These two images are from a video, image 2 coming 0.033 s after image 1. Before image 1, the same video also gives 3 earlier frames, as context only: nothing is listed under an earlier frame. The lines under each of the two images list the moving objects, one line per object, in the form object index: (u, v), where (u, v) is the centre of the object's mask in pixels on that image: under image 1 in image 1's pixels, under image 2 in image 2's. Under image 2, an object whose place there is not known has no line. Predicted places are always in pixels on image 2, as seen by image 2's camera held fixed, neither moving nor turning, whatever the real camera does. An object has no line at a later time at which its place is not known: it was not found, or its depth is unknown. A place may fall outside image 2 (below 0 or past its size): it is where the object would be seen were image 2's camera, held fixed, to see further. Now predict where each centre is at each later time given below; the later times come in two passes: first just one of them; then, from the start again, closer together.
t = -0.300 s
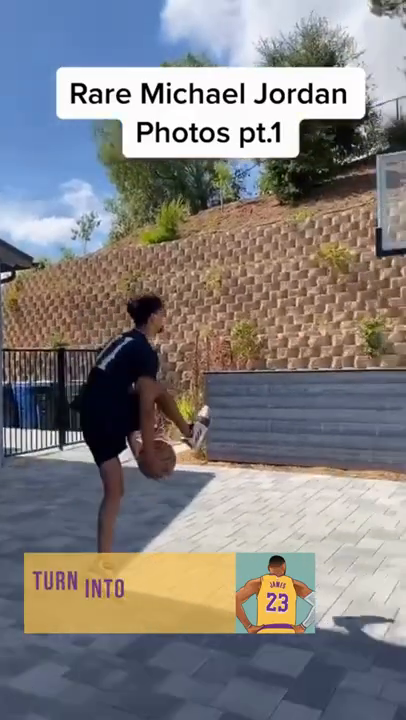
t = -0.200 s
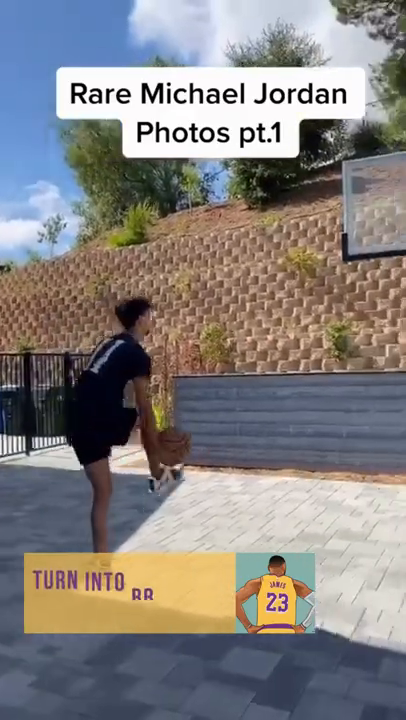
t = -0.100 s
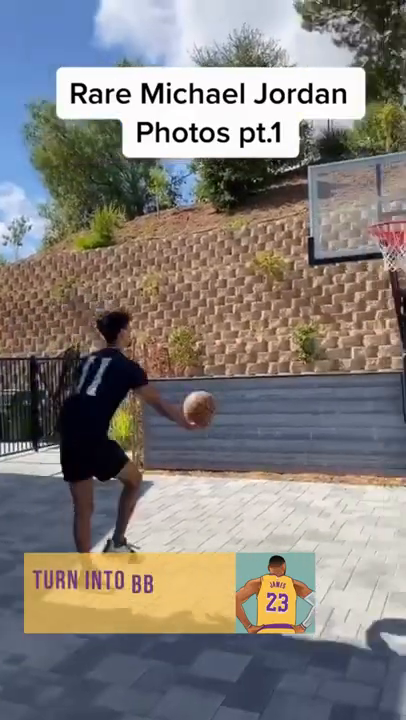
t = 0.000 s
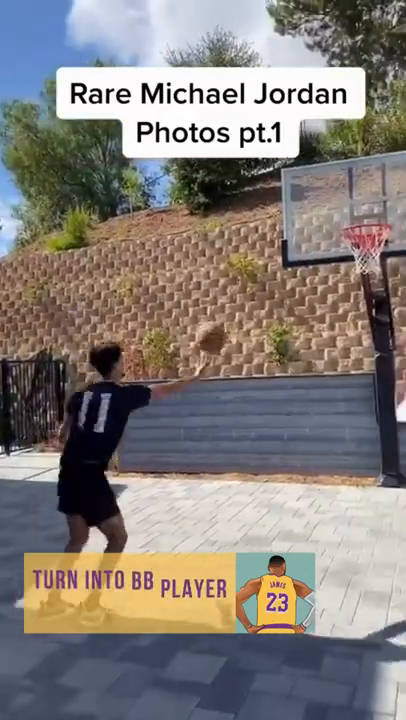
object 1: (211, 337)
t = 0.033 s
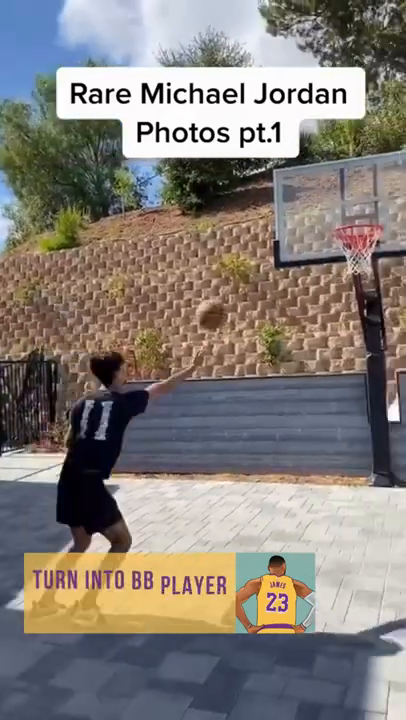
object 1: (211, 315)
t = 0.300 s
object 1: (269, 198)
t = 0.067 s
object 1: (218, 293)
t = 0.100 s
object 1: (225, 275)
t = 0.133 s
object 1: (235, 260)
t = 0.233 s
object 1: (256, 217)
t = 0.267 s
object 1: (262, 207)
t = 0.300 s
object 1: (269, 198)
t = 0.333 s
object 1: (276, 192)
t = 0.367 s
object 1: (284, 187)
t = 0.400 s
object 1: (291, 183)
